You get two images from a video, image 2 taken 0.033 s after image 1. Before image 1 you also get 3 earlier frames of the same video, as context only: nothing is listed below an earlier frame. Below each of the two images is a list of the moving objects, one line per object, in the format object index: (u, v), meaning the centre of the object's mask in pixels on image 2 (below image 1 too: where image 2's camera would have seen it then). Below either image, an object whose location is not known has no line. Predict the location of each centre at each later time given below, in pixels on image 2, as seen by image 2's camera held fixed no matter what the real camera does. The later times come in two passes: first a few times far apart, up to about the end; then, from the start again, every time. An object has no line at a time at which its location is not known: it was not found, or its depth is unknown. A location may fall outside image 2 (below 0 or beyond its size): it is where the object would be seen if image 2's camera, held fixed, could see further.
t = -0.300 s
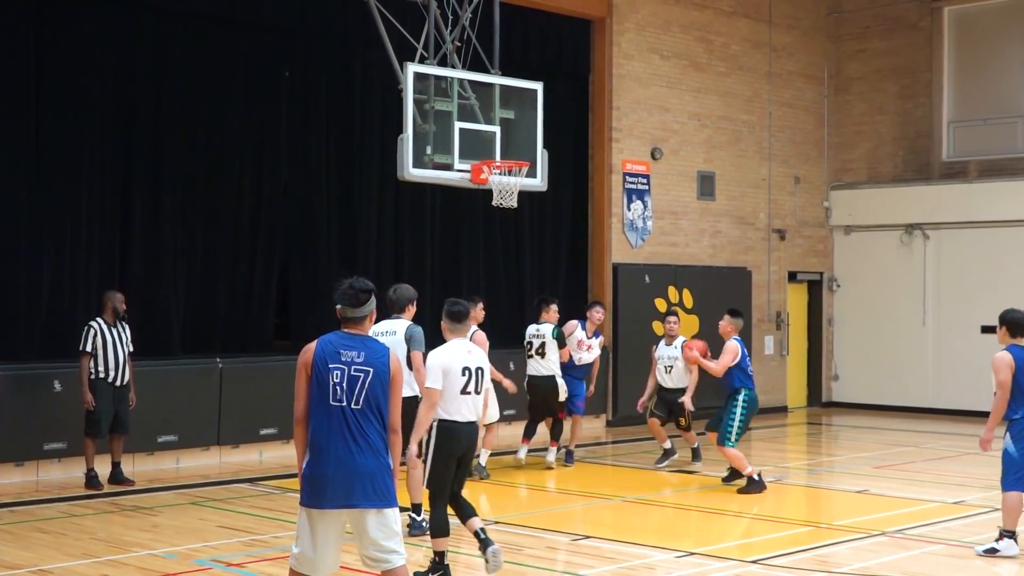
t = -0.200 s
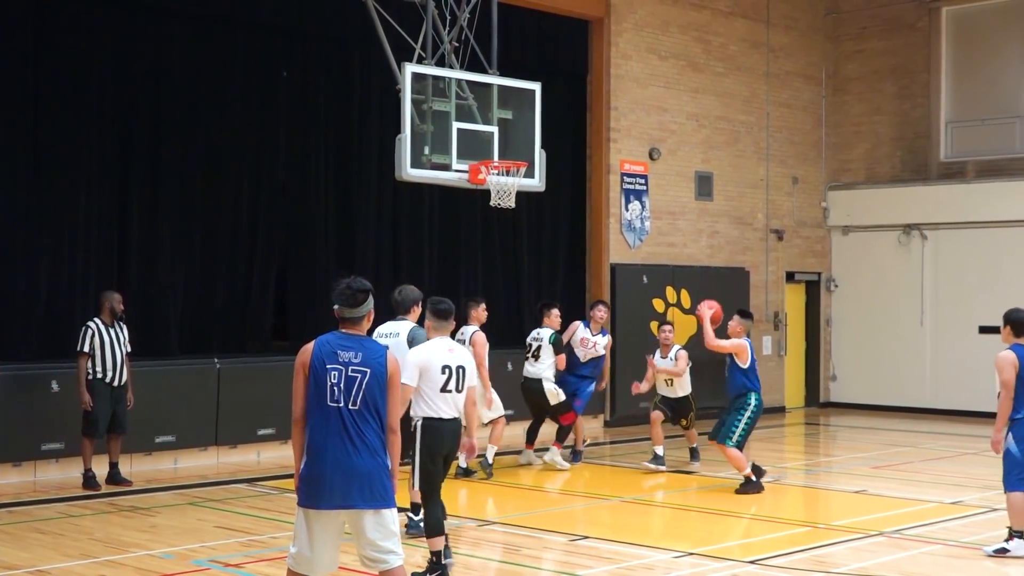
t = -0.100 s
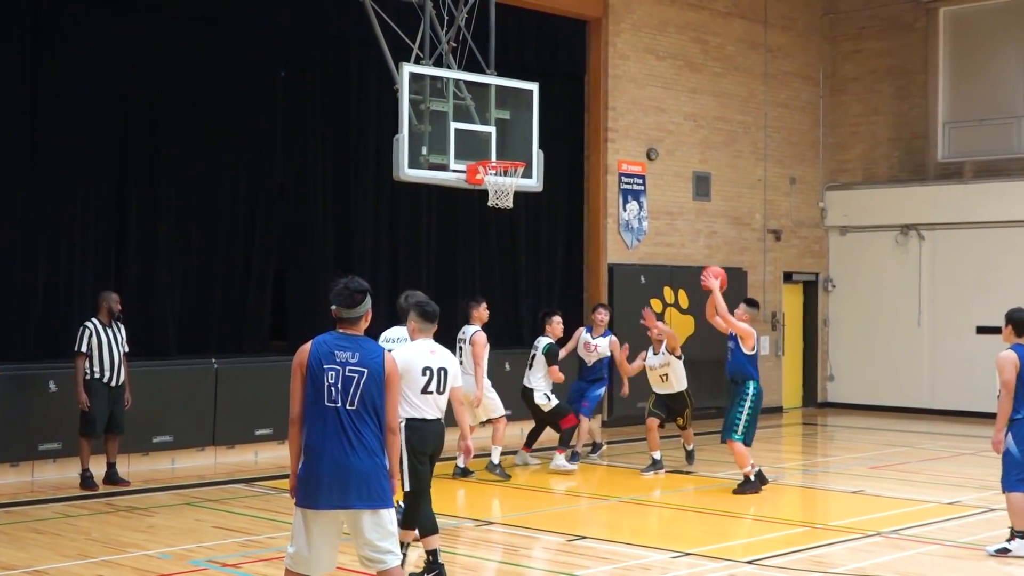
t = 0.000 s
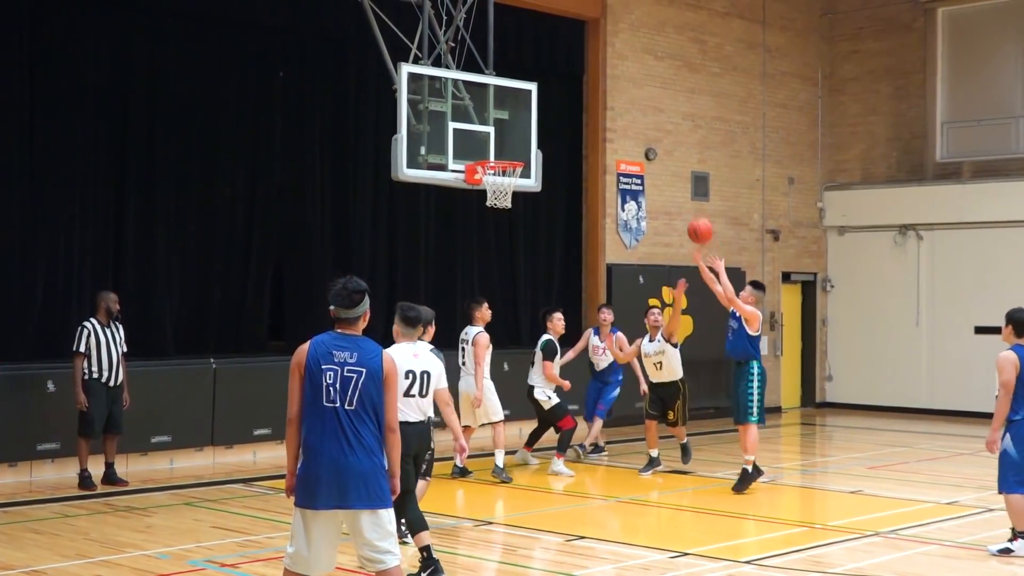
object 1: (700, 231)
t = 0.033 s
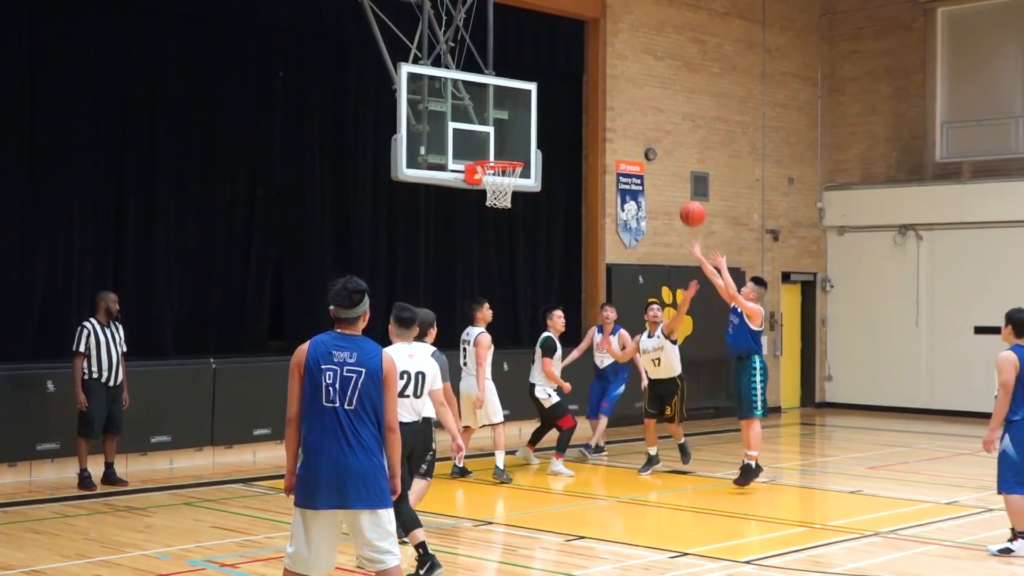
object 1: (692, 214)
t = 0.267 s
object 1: (643, 132)
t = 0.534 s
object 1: (589, 106)
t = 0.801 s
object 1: (535, 152)
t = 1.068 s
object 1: (599, 187)
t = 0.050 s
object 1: (689, 206)
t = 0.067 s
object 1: (686, 199)
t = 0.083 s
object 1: (682, 191)
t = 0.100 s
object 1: (678, 184)
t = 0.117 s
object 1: (675, 178)
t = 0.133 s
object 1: (671, 172)
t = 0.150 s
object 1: (668, 166)
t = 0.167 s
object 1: (664, 160)
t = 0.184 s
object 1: (661, 154)
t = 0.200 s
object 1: (657, 149)
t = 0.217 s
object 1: (654, 144)
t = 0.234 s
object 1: (650, 140)
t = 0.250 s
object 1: (647, 136)
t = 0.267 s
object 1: (643, 132)
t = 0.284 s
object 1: (640, 128)
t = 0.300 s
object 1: (636, 124)
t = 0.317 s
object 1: (633, 121)
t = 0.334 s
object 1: (629, 118)
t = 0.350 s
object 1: (626, 116)
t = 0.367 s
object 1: (623, 113)
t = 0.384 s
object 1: (619, 111)
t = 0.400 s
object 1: (616, 110)
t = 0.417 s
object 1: (613, 108)
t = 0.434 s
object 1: (609, 107)
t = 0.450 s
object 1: (606, 106)
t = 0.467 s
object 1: (602, 105)
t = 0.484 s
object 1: (599, 106)
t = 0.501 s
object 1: (596, 105)
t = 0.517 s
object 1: (592, 106)
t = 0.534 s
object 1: (589, 106)
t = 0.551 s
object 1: (585, 107)
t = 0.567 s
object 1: (582, 108)
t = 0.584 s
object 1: (578, 109)
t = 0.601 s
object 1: (575, 111)
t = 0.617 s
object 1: (571, 113)
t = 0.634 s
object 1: (568, 115)
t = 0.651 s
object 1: (565, 117)
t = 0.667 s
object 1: (561, 120)
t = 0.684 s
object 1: (558, 123)
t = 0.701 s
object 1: (555, 127)
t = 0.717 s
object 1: (552, 130)
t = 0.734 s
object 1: (548, 134)
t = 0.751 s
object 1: (545, 138)
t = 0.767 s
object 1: (542, 142)
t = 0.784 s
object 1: (539, 147)
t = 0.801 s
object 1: (535, 152)
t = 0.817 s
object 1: (532, 157)
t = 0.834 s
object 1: (535, 158)
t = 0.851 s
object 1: (540, 159)
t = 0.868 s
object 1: (545, 159)
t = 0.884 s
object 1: (549, 160)
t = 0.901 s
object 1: (554, 161)
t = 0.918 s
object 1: (558, 163)
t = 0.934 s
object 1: (563, 164)
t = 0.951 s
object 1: (567, 166)
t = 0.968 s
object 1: (572, 169)
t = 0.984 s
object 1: (576, 171)
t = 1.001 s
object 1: (580, 174)
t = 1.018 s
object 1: (585, 177)
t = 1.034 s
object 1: (590, 180)
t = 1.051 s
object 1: (594, 184)
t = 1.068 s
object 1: (599, 187)
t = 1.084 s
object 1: (604, 191)
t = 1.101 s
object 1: (607, 196)
